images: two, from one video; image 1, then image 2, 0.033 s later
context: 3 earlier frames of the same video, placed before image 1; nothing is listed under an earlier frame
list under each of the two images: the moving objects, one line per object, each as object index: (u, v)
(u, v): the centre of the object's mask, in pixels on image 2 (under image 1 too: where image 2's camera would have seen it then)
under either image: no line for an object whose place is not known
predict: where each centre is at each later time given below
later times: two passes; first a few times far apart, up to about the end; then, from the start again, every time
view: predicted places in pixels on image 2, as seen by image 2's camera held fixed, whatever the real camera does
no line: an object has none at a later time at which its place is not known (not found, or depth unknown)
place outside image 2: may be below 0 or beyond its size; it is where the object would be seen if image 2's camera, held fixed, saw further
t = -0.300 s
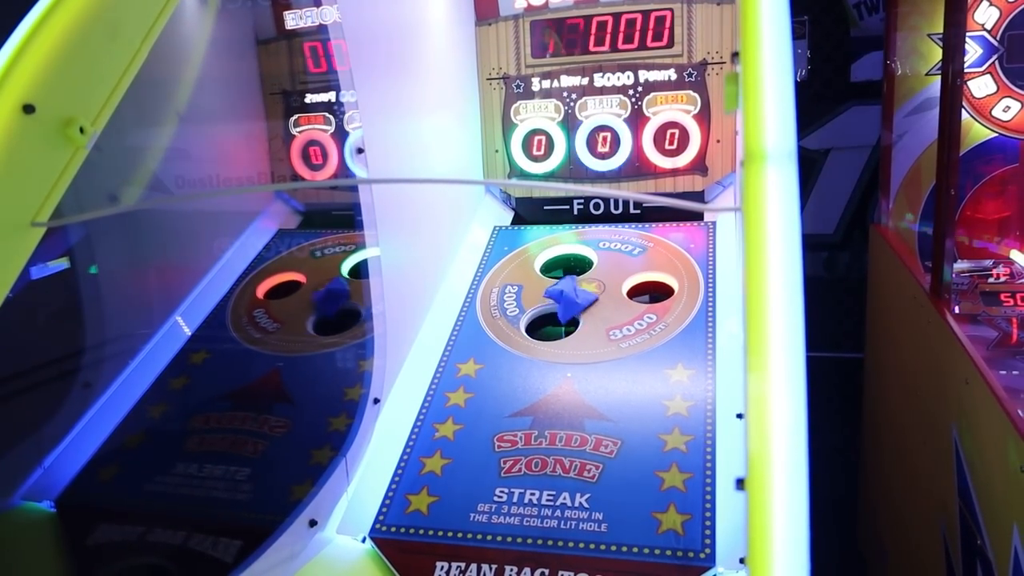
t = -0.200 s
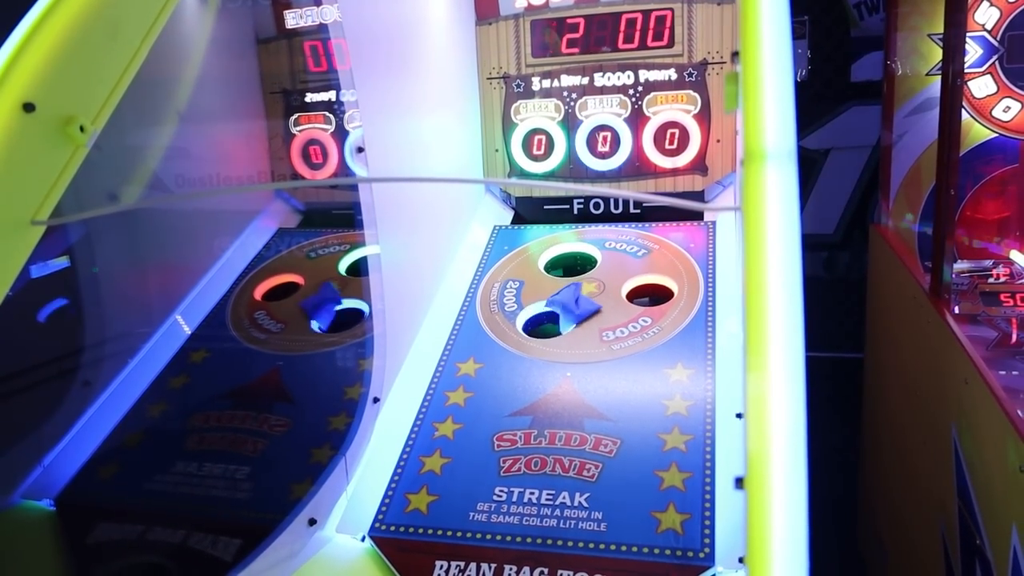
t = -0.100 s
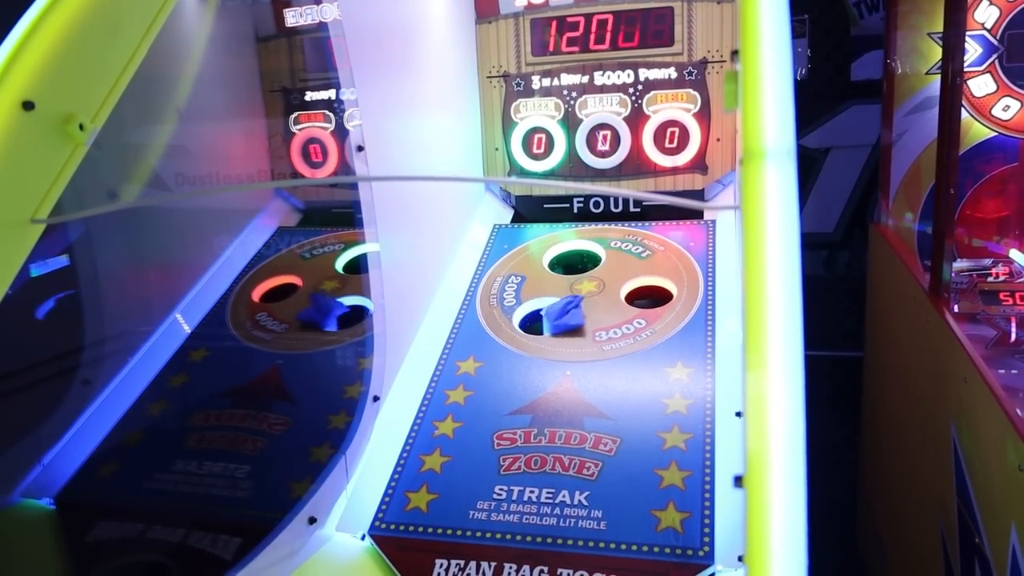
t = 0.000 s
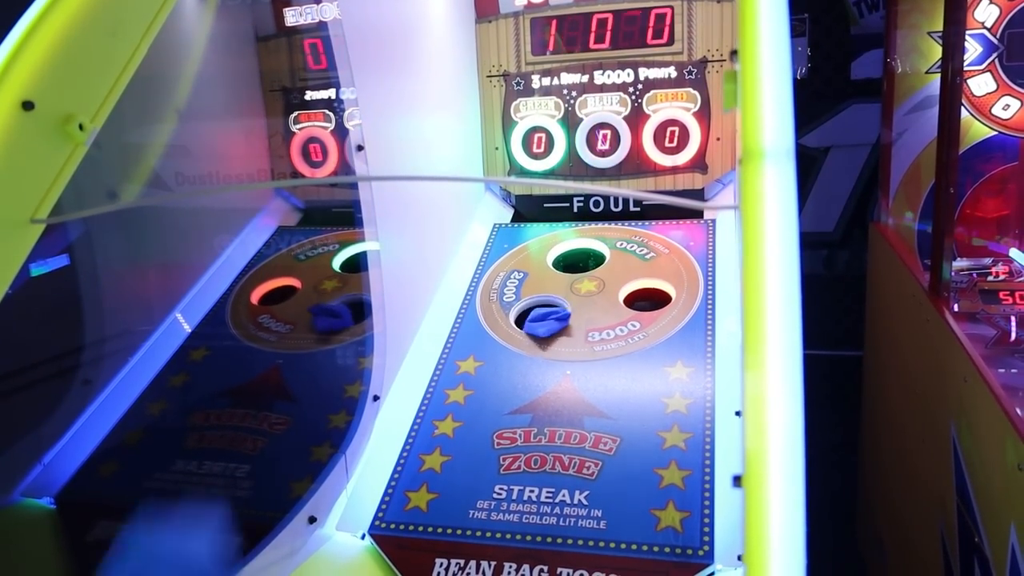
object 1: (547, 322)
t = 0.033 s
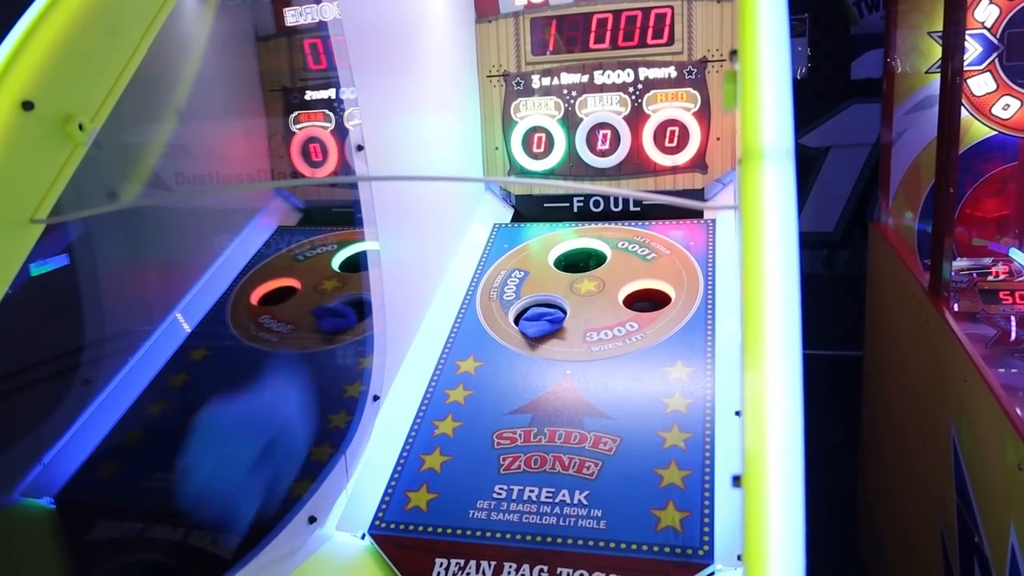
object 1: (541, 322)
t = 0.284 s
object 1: (525, 316)
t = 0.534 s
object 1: (524, 311)
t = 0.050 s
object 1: (538, 322)
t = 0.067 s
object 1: (536, 321)
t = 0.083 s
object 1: (534, 321)
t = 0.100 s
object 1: (533, 321)
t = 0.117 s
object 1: (532, 321)
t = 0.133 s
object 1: (531, 320)
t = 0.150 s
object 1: (530, 320)
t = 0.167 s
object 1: (530, 320)
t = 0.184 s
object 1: (529, 319)
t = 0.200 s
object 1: (528, 319)
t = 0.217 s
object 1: (527, 318)
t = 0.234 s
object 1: (526, 318)
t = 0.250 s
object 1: (526, 317)
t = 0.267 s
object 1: (526, 317)
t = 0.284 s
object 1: (525, 316)
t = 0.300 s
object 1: (524, 316)
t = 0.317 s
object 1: (524, 315)
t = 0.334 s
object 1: (524, 315)
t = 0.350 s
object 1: (524, 314)
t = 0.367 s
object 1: (524, 314)
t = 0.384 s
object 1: (523, 313)
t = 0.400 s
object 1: (523, 313)
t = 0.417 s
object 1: (523, 313)
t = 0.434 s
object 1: (523, 312)
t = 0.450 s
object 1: (524, 312)
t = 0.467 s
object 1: (523, 311)
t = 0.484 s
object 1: (523, 311)
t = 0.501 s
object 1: (524, 311)
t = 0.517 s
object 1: (523, 310)
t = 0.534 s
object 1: (524, 311)
